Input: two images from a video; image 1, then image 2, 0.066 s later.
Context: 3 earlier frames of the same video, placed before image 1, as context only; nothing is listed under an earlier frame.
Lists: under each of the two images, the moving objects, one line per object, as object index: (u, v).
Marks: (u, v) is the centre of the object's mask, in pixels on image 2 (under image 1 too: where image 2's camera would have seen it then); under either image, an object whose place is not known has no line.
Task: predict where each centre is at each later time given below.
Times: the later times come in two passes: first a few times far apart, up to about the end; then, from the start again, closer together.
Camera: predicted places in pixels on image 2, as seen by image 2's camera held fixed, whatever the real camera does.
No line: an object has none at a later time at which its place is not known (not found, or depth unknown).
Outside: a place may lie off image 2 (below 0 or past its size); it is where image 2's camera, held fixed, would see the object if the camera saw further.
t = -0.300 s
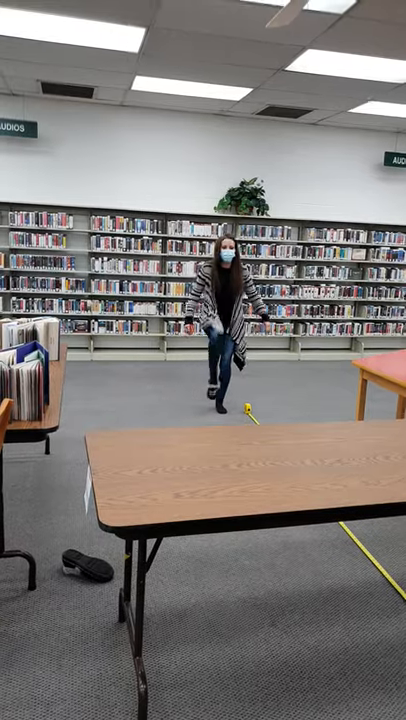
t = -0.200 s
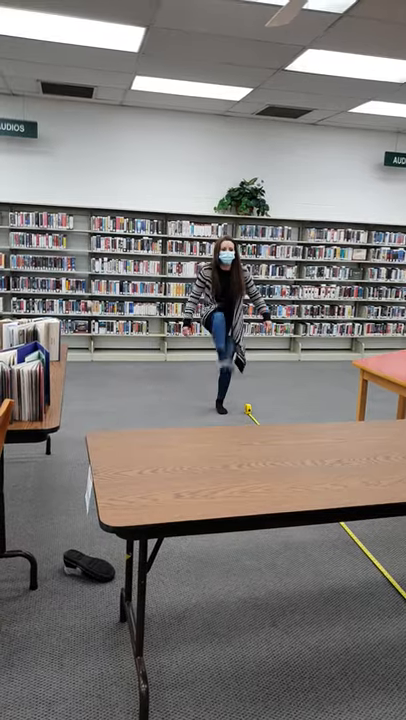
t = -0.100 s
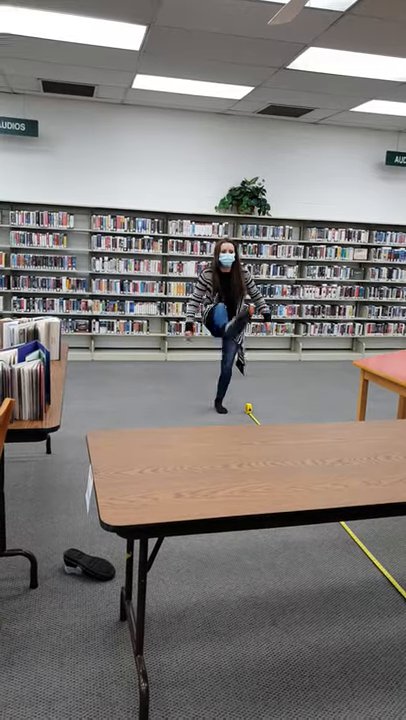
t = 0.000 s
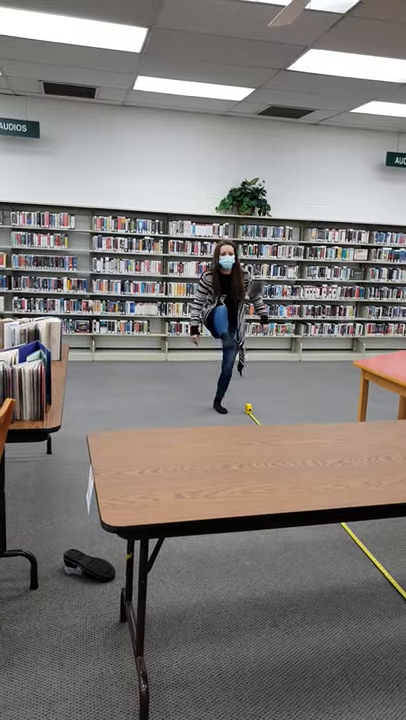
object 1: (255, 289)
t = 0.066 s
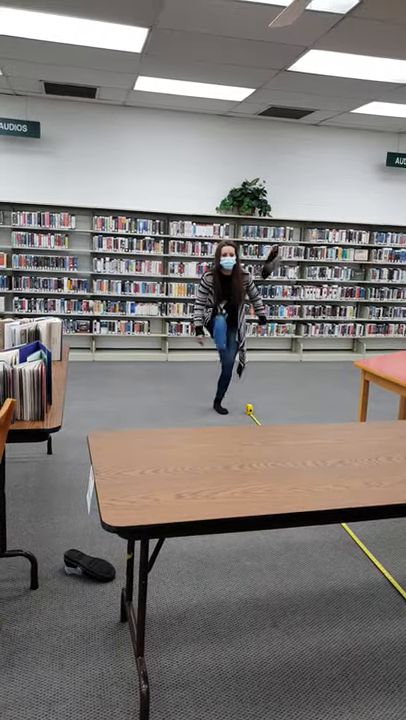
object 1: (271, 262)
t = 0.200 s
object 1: (295, 234)
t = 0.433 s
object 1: (350, 253)
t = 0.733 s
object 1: (412, 448)
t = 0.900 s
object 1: (399, 453)
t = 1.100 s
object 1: (402, 455)
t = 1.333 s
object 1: (404, 455)
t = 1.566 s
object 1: (403, 455)
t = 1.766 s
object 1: (403, 455)
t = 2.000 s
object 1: (402, 455)
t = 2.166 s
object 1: (397, 453)
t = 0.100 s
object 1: (278, 252)
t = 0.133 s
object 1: (284, 245)
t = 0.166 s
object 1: (290, 239)
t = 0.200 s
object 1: (295, 234)
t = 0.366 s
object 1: (336, 231)
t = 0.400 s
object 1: (342, 241)
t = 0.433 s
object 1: (350, 253)
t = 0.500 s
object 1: (372, 285)
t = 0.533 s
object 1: (383, 309)
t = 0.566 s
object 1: (393, 339)
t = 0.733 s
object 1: (412, 448)
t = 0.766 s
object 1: (407, 446)
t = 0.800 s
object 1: (402, 449)
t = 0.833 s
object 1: (400, 449)
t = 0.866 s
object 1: (399, 451)
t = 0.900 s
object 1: (399, 453)
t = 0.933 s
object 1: (399, 455)
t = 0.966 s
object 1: (400, 454)
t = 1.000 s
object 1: (401, 455)
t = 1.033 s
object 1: (401, 455)
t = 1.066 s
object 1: (402, 455)
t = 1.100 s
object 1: (402, 455)
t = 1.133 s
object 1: (403, 455)
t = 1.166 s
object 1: (403, 456)
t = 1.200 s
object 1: (403, 456)
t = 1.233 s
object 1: (403, 456)
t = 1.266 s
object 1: (403, 456)
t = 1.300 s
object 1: (404, 456)
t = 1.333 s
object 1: (404, 455)
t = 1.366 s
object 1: (404, 454)
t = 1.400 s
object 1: (404, 455)
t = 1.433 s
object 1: (404, 455)
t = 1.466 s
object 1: (404, 455)
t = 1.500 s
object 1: (404, 455)
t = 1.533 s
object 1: (403, 455)
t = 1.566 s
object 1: (403, 455)
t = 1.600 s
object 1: (403, 455)
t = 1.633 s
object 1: (403, 455)
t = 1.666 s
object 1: (403, 455)
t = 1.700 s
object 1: (403, 455)
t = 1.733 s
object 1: (402, 455)
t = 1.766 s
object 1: (403, 455)
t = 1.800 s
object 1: (403, 455)
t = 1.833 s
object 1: (403, 455)
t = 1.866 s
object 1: (403, 455)
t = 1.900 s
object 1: (403, 455)
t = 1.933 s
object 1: (402, 455)
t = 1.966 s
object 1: (402, 455)
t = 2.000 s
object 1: (402, 455)
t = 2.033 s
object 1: (401, 455)
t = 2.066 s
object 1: (400, 454)
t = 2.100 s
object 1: (400, 454)
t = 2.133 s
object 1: (399, 454)
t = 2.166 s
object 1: (397, 453)
